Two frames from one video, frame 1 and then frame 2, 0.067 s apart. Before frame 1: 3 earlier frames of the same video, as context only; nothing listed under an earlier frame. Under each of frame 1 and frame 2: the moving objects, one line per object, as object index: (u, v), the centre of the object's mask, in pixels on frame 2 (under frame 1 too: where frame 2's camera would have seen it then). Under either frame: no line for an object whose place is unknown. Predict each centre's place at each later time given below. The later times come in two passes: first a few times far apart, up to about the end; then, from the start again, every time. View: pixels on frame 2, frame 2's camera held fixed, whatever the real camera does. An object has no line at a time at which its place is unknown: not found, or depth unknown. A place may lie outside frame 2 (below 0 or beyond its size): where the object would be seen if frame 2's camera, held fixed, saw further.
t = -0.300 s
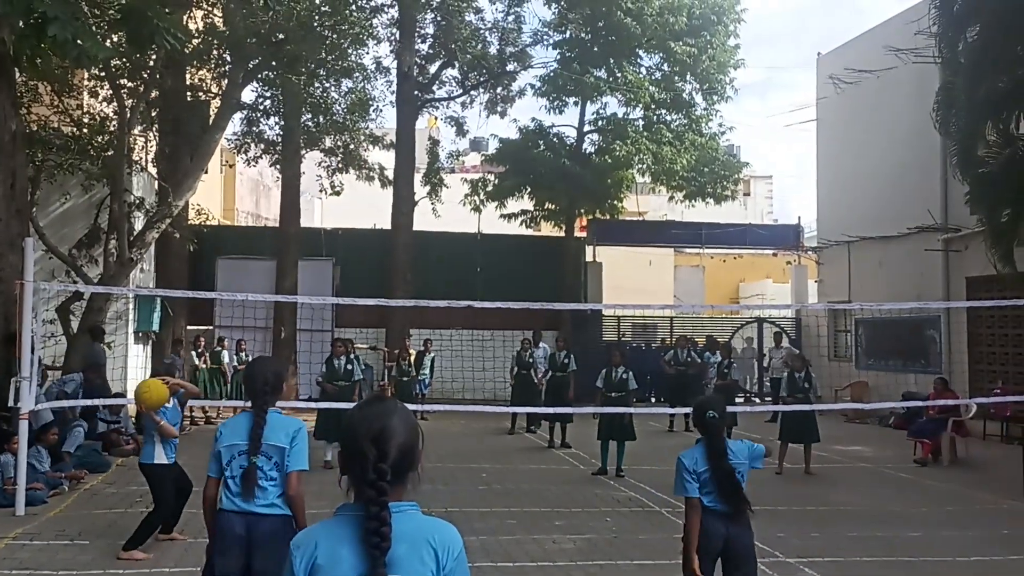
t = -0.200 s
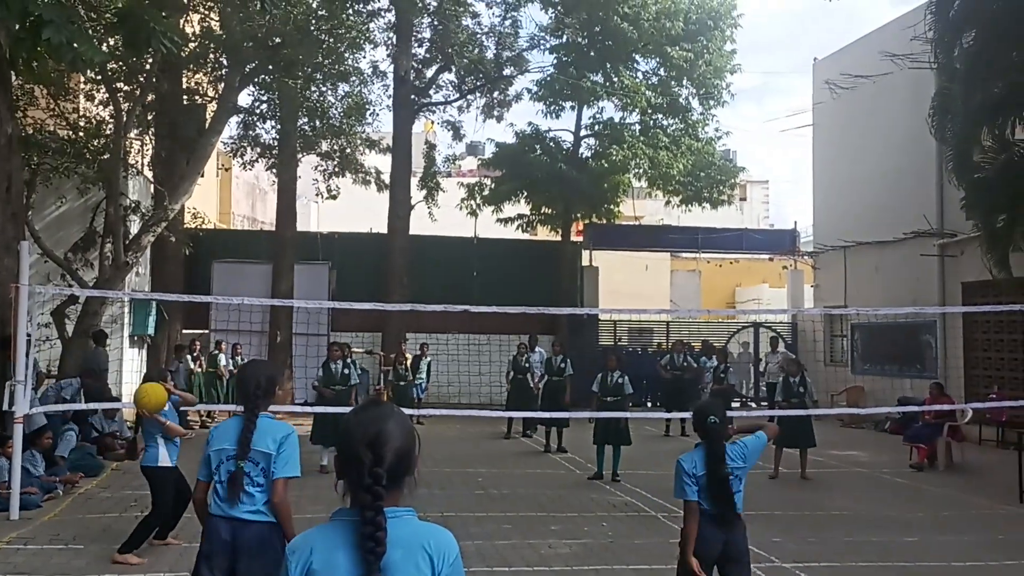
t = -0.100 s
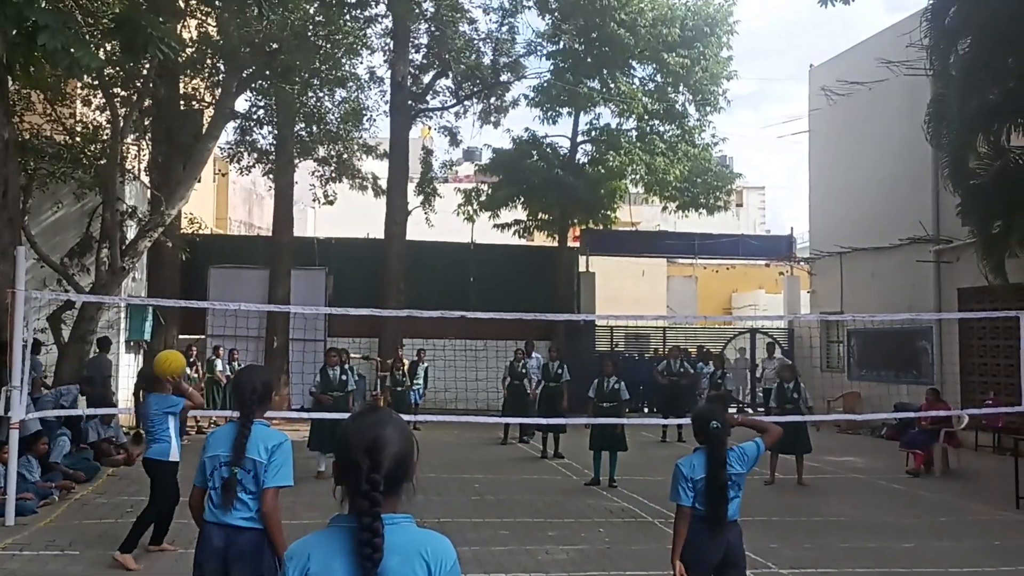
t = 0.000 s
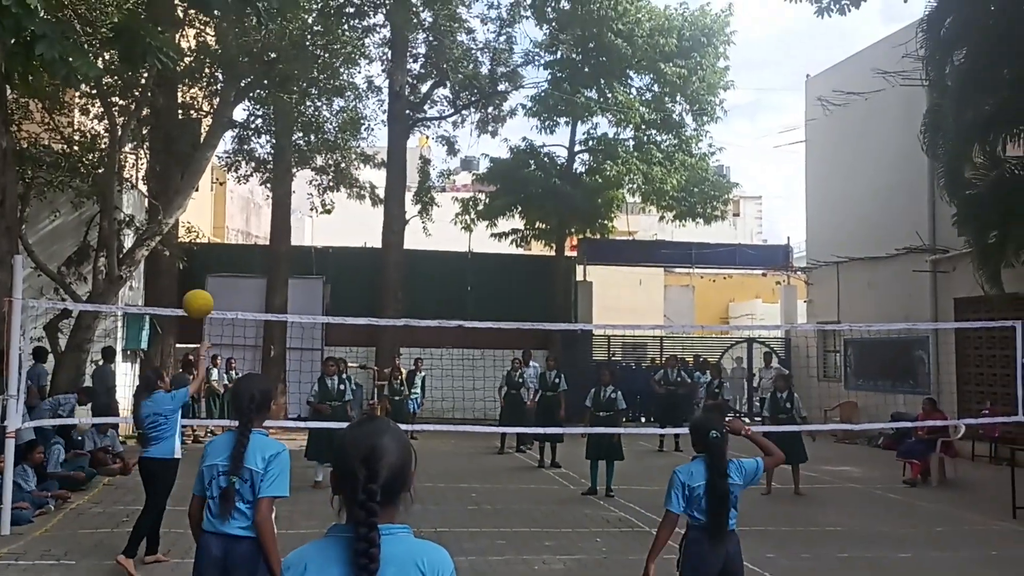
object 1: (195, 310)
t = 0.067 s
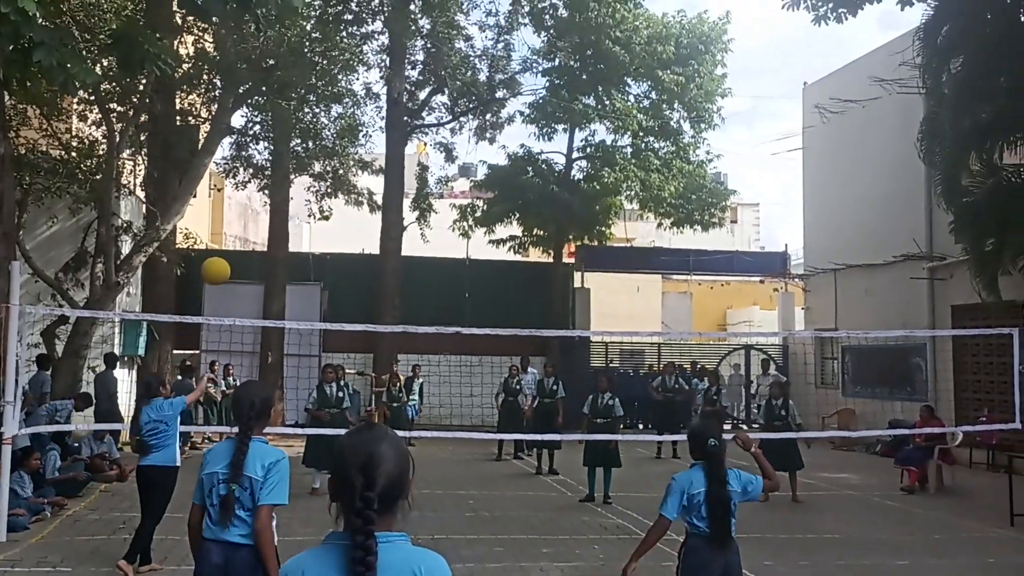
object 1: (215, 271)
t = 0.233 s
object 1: (257, 208)
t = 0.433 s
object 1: (296, 183)
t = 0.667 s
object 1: (330, 207)
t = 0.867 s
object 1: (357, 262)
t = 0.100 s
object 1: (225, 255)
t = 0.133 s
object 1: (233, 240)
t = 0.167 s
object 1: (242, 228)
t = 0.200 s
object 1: (249, 217)
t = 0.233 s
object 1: (257, 208)
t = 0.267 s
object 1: (264, 200)
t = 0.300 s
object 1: (271, 194)
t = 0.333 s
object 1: (277, 188)
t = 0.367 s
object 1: (284, 186)
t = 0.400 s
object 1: (290, 184)
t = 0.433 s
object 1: (296, 183)
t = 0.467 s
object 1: (302, 184)
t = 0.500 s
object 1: (307, 185)
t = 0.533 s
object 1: (312, 188)
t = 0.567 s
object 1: (317, 191)
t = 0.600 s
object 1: (322, 195)
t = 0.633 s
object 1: (326, 201)
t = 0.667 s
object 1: (330, 207)
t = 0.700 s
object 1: (336, 214)
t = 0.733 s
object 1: (340, 222)
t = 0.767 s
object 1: (344, 231)
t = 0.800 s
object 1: (348, 241)
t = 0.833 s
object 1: (352, 250)
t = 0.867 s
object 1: (357, 262)
